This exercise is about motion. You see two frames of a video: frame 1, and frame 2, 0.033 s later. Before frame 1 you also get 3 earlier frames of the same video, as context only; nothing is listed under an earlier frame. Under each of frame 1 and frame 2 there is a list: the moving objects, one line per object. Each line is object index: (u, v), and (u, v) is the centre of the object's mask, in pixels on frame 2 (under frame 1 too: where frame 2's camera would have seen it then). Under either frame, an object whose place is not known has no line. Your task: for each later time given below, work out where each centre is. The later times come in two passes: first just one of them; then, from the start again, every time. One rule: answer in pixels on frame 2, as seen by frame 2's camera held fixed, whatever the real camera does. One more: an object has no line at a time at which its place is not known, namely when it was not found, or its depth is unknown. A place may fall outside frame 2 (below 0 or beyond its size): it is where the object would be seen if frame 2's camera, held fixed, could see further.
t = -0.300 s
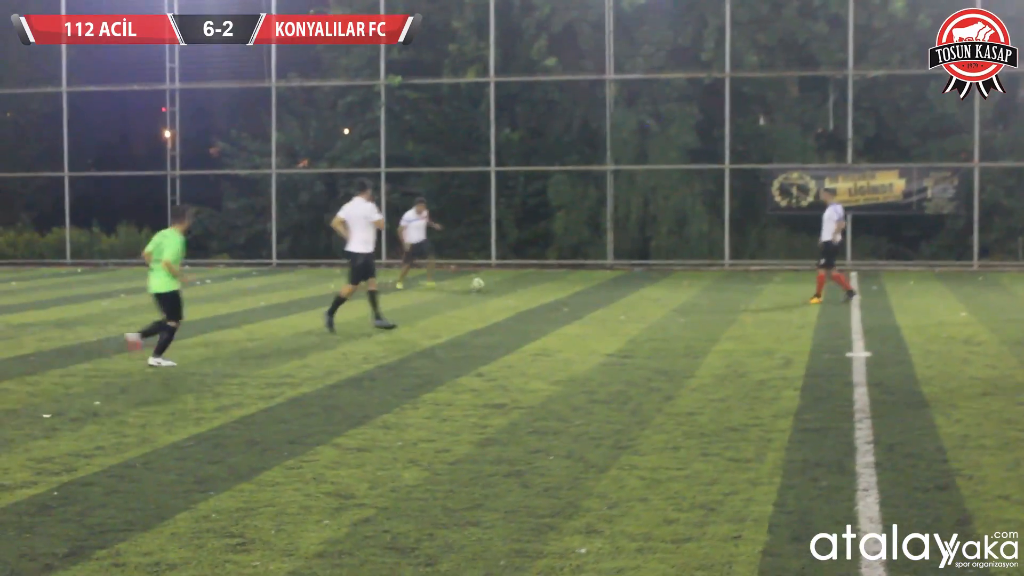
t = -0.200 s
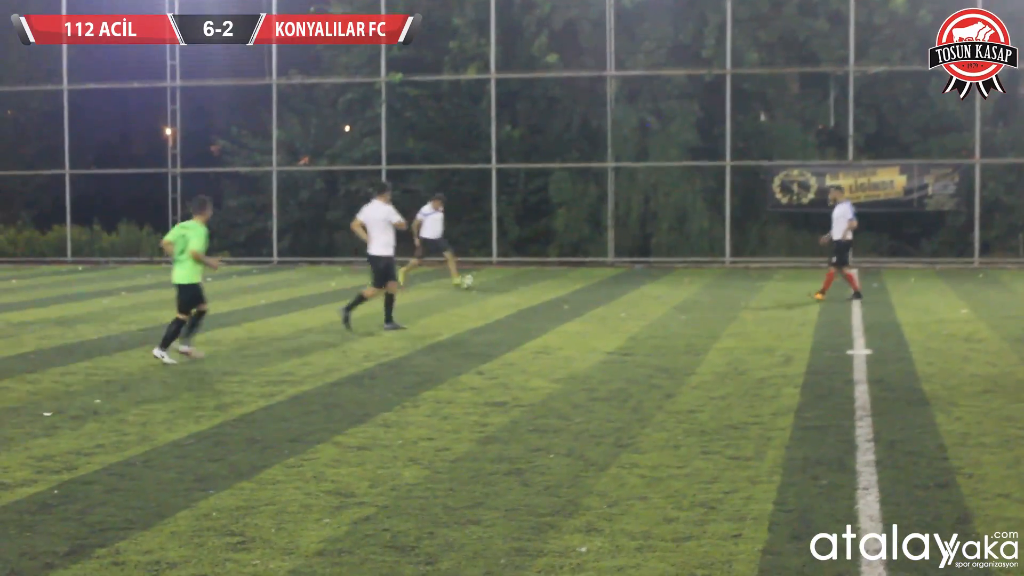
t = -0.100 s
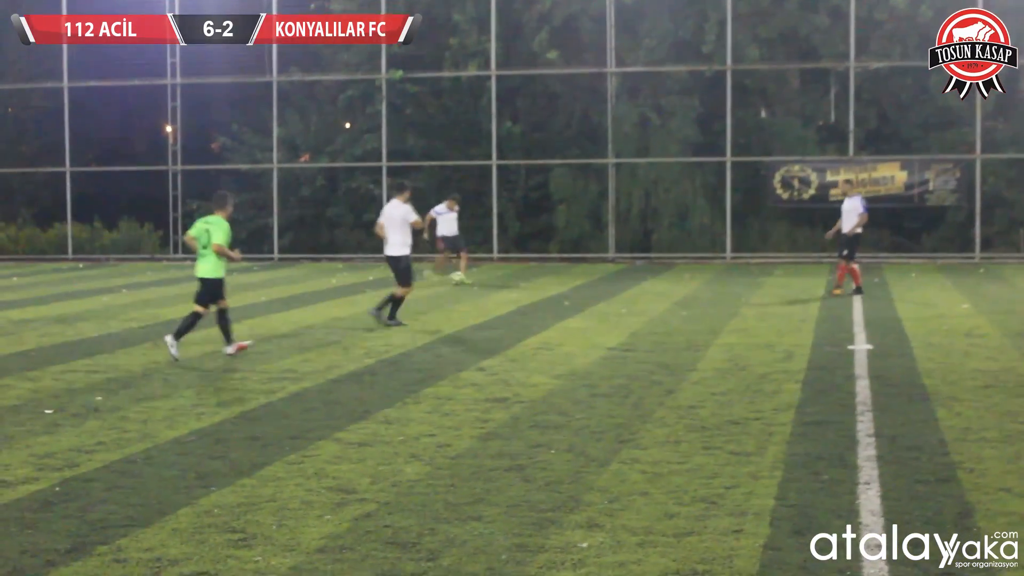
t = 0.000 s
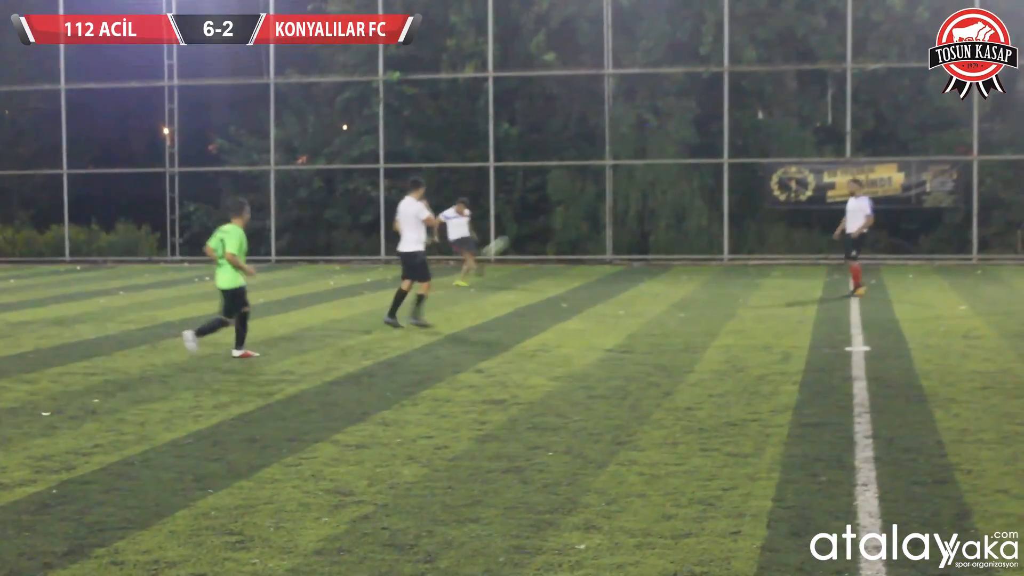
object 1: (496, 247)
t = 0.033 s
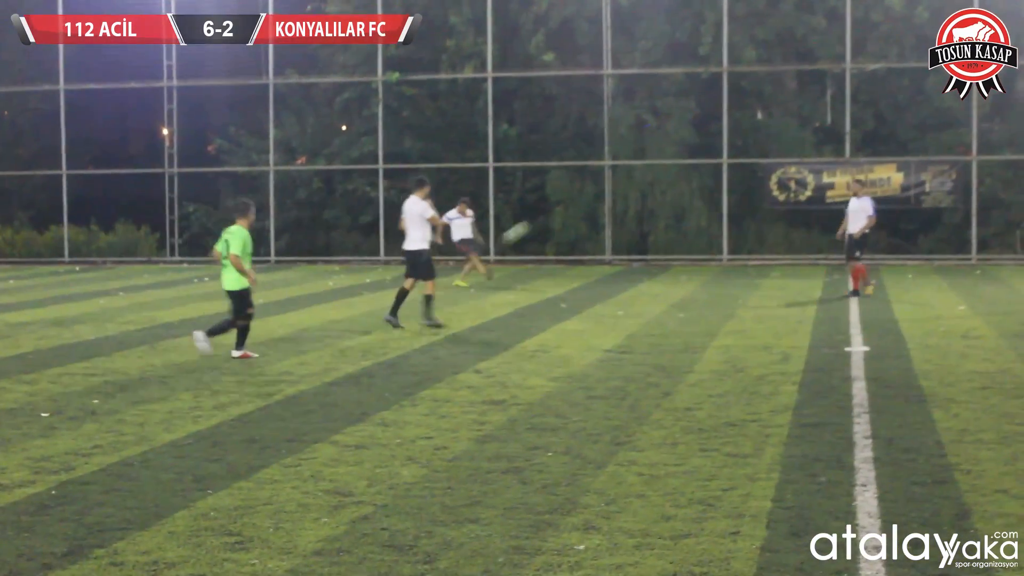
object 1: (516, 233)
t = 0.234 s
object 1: (655, 145)
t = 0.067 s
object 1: (538, 218)
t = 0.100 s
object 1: (561, 202)
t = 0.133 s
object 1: (584, 187)
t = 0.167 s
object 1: (608, 173)
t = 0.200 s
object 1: (632, 159)
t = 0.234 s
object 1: (655, 145)
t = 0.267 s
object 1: (679, 132)
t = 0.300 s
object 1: (704, 118)
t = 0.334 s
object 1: (729, 105)
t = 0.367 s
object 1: (753, 95)
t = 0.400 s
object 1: (778, 83)
